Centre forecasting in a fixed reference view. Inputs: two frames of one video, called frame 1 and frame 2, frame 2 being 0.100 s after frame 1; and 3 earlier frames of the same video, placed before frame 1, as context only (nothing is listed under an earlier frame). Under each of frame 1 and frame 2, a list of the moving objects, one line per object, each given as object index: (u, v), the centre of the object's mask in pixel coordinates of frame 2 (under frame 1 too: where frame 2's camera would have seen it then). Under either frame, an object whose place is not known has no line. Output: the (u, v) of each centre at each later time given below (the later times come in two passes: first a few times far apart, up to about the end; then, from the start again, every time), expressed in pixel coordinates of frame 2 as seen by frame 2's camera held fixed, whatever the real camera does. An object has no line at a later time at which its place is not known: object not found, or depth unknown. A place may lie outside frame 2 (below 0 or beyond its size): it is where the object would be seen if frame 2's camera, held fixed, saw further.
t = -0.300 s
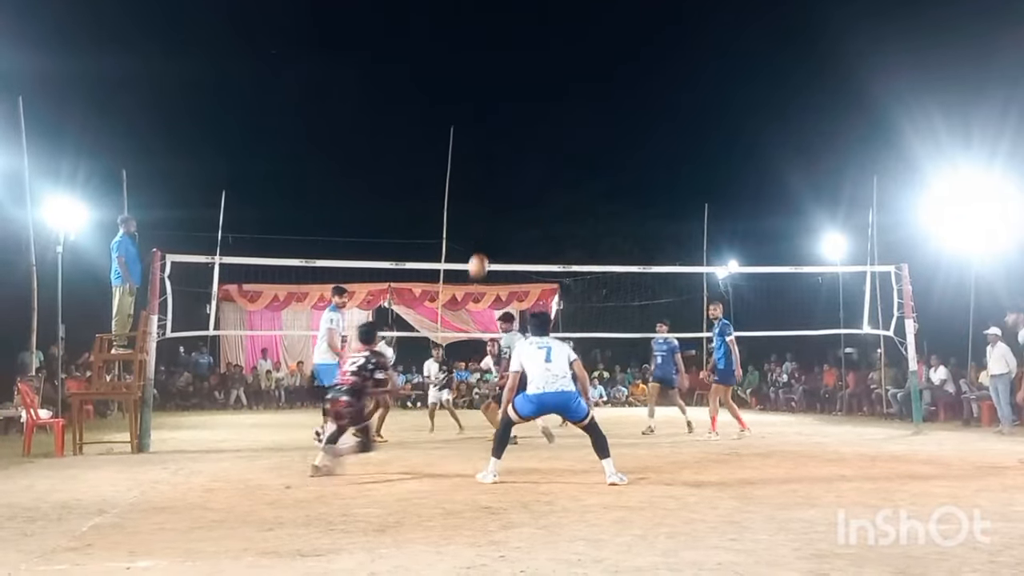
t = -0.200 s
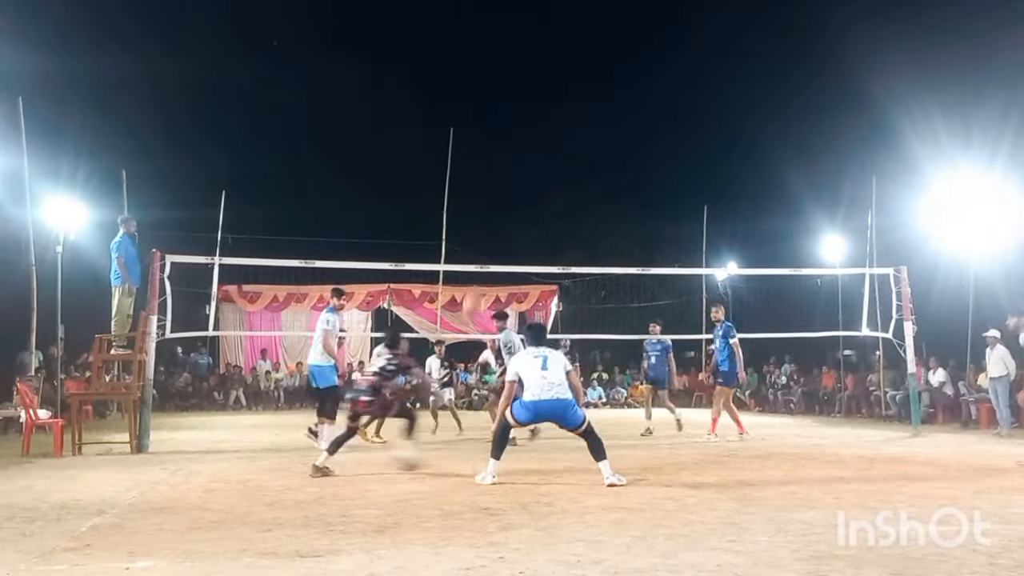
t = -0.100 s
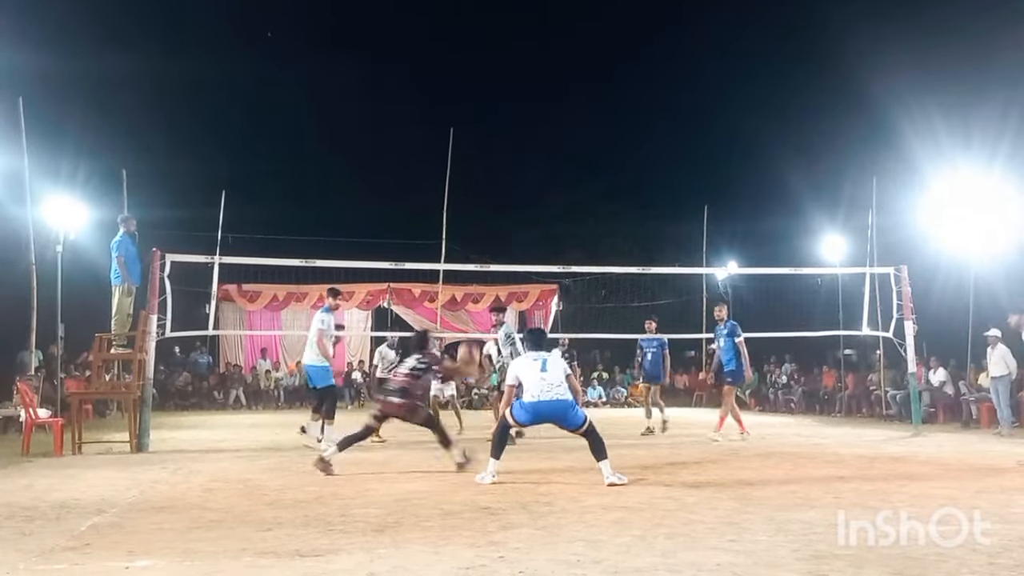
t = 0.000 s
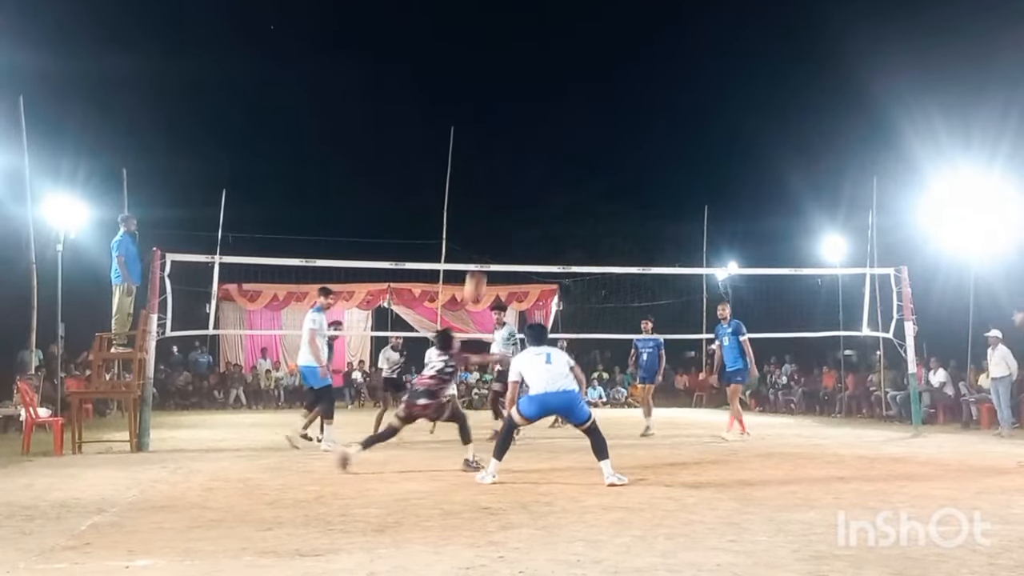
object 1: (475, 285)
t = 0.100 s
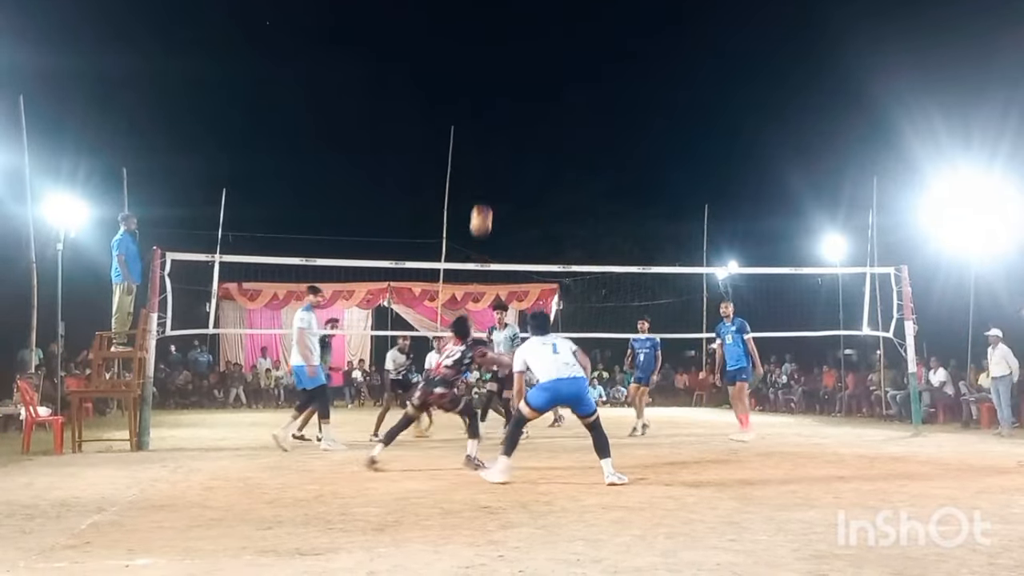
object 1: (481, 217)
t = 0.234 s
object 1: (488, 150)
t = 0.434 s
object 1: (496, 81)
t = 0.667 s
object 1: (503, 54)
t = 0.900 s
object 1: (509, 73)
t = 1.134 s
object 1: (513, 136)
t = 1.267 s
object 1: (516, 188)
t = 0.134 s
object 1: (483, 198)
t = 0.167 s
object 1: (485, 181)
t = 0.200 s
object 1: (487, 164)
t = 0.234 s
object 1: (488, 150)
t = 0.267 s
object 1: (490, 133)
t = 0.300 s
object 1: (491, 121)
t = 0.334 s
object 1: (492, 110)
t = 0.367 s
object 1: (493, 100)
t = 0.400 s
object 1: (495, 90)
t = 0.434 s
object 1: (496, 81)
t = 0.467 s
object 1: (497, 74)
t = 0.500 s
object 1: (498, 69)
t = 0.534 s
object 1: (499, 65)
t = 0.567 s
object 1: (500, 61)
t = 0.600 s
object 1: (501, 57)
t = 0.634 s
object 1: (502, 55)
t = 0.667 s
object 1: (503, 54)
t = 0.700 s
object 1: (503, 56)
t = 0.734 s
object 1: (505, 55)
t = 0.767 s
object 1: (505, 57)
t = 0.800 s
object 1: (506, 59)
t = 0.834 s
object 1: (507, 62)
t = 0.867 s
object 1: (507, 67)
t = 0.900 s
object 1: (509, 73)
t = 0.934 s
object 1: (509, 79)
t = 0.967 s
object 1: (510, 85)
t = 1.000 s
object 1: (510, 94)
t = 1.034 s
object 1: (511, 103)
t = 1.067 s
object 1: (512, 114)
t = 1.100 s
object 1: (513, 124)
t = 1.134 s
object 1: (513, 136)
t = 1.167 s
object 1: (514, 148)
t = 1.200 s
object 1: (515, 160)
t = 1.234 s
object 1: (515, 174)
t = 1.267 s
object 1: (516, 188)
